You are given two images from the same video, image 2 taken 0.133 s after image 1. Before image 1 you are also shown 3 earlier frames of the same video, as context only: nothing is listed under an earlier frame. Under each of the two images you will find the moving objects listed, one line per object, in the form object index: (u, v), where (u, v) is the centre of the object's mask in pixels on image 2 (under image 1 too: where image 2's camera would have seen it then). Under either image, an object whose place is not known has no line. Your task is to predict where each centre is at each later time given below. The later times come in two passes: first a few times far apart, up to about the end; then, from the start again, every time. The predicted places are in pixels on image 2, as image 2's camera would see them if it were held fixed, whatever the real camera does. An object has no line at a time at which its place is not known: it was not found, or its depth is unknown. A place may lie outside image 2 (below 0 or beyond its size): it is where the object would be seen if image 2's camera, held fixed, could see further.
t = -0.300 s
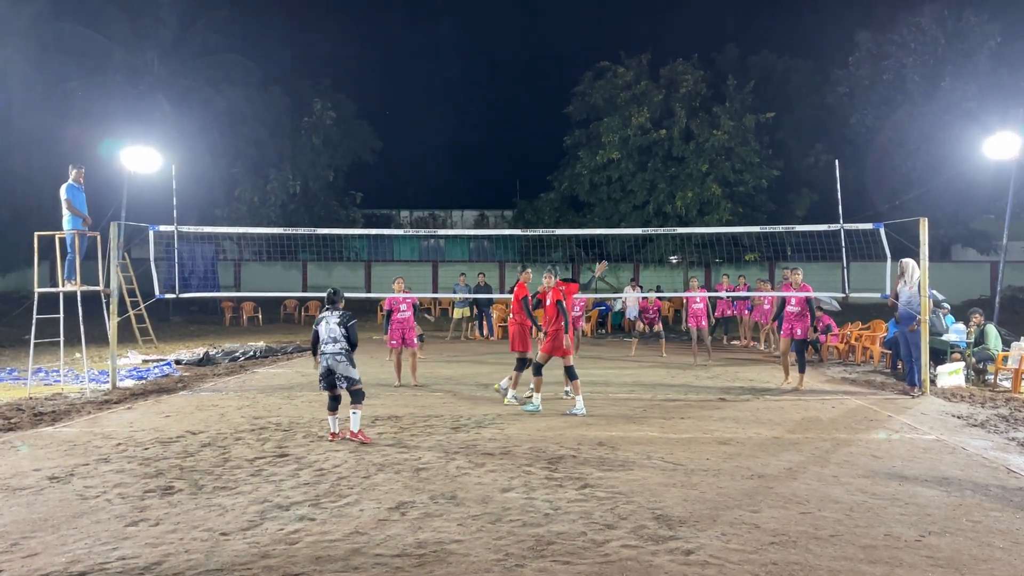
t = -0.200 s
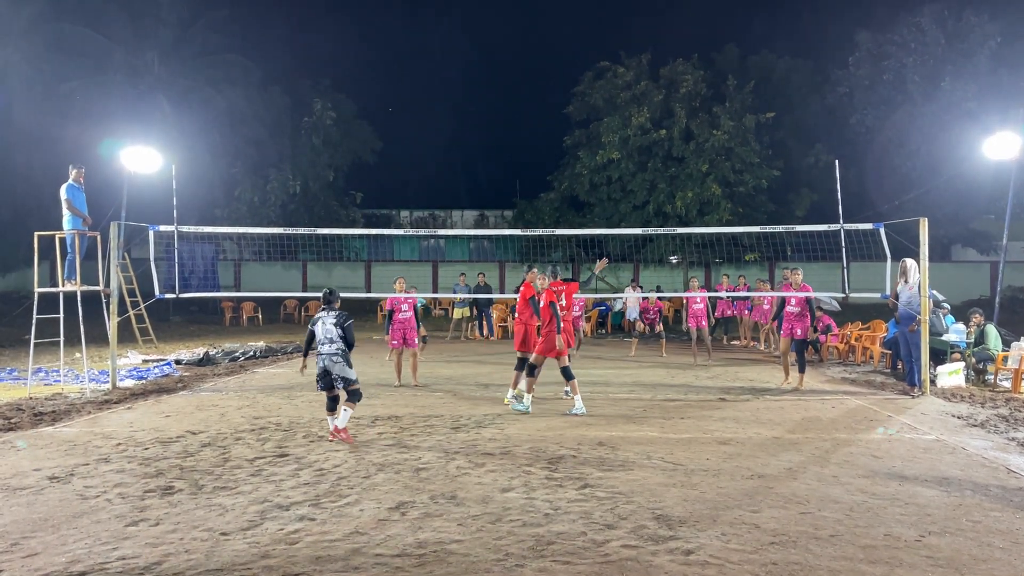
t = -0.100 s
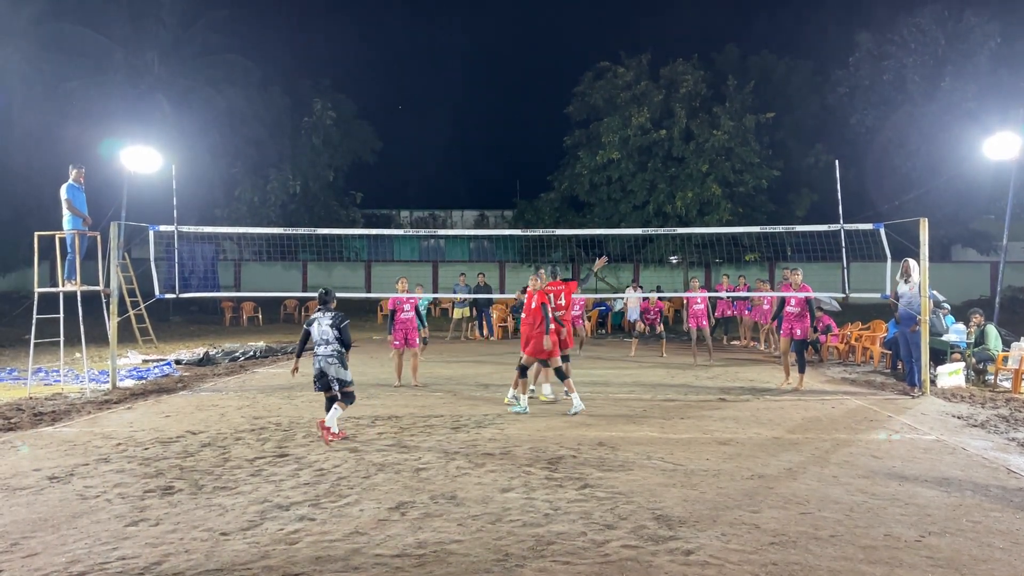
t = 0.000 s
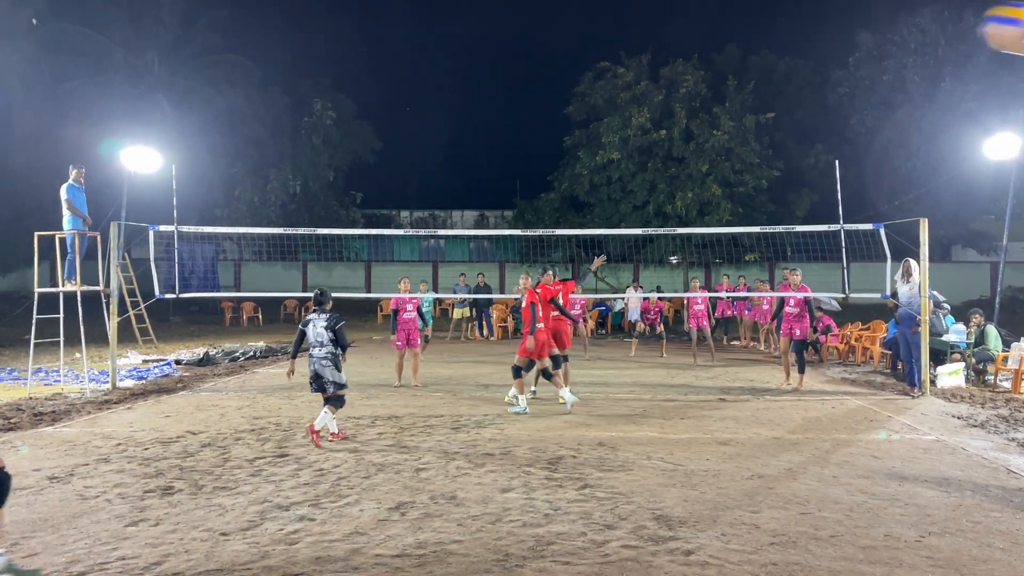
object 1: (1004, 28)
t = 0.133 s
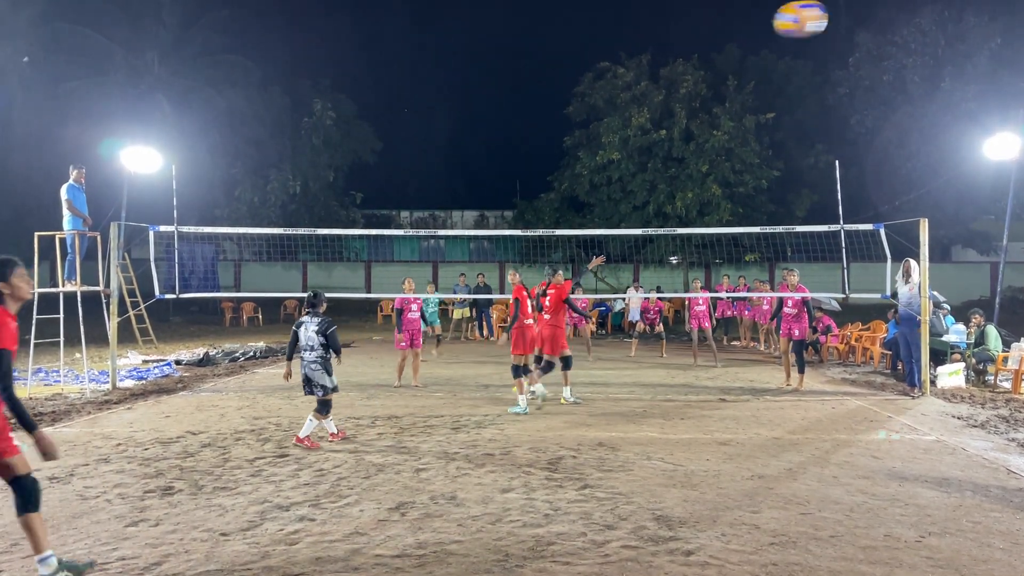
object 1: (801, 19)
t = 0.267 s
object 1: (685, 37)
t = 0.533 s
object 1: (567, 101)
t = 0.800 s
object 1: (504, 181)
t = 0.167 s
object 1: (765, 22)
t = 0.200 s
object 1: (734, 26)
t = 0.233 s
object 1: (708, 31)
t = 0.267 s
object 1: (685, 37)
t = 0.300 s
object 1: (665, 43)
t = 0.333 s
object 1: (647, 51)
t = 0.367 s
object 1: (630, 58)
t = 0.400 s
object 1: (615, 66)
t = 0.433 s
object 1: (601, 74)
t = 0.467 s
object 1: (588, 83)
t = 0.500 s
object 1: (577, 92)
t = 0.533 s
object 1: (567, 101)
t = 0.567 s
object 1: (557, 111)
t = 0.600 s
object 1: (547, 121)
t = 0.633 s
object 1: (539, 130)
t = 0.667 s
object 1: (531, 141)
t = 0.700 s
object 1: (523, 151)
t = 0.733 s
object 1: (517, 160)
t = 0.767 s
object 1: (510, 171)
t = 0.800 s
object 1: (504, 181)
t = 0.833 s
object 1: (498, 191)
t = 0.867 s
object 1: (493, 201)
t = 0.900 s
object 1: (488, 212)
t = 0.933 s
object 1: (483, 222)
